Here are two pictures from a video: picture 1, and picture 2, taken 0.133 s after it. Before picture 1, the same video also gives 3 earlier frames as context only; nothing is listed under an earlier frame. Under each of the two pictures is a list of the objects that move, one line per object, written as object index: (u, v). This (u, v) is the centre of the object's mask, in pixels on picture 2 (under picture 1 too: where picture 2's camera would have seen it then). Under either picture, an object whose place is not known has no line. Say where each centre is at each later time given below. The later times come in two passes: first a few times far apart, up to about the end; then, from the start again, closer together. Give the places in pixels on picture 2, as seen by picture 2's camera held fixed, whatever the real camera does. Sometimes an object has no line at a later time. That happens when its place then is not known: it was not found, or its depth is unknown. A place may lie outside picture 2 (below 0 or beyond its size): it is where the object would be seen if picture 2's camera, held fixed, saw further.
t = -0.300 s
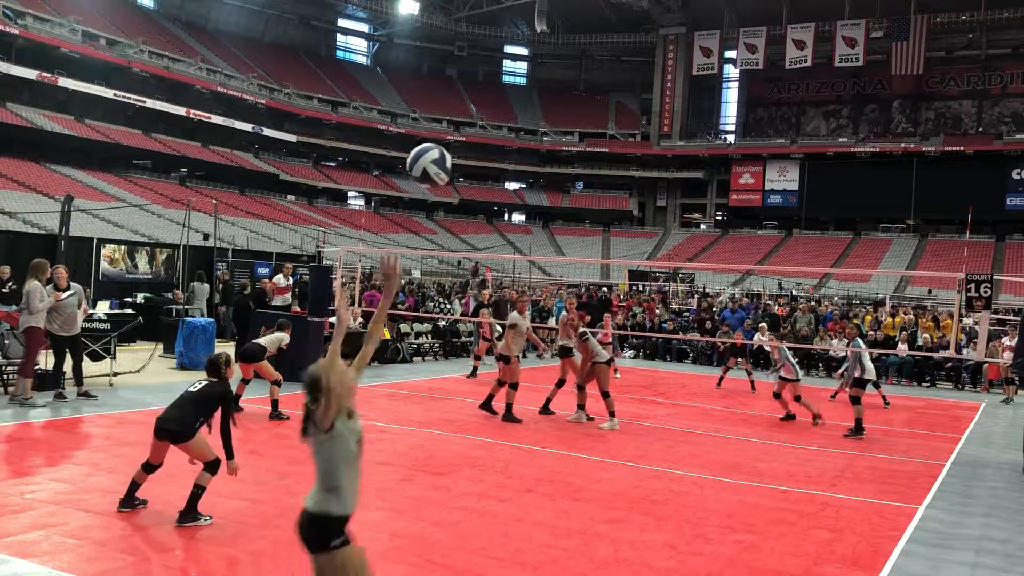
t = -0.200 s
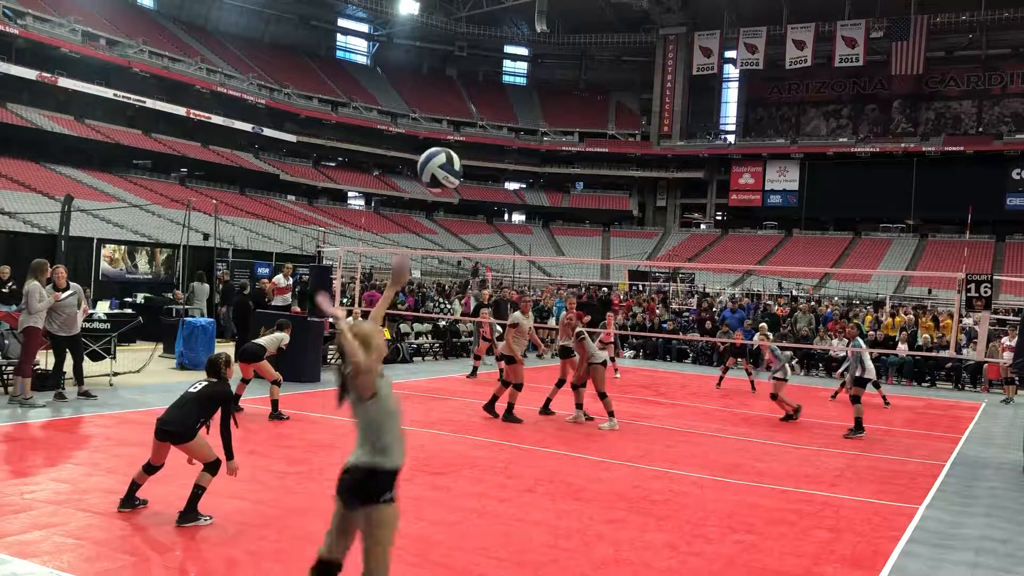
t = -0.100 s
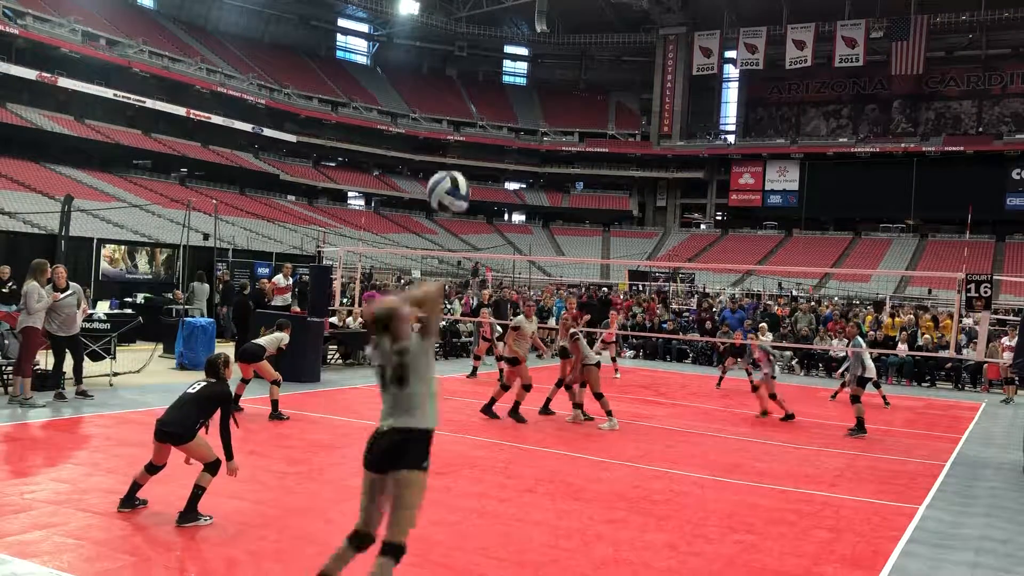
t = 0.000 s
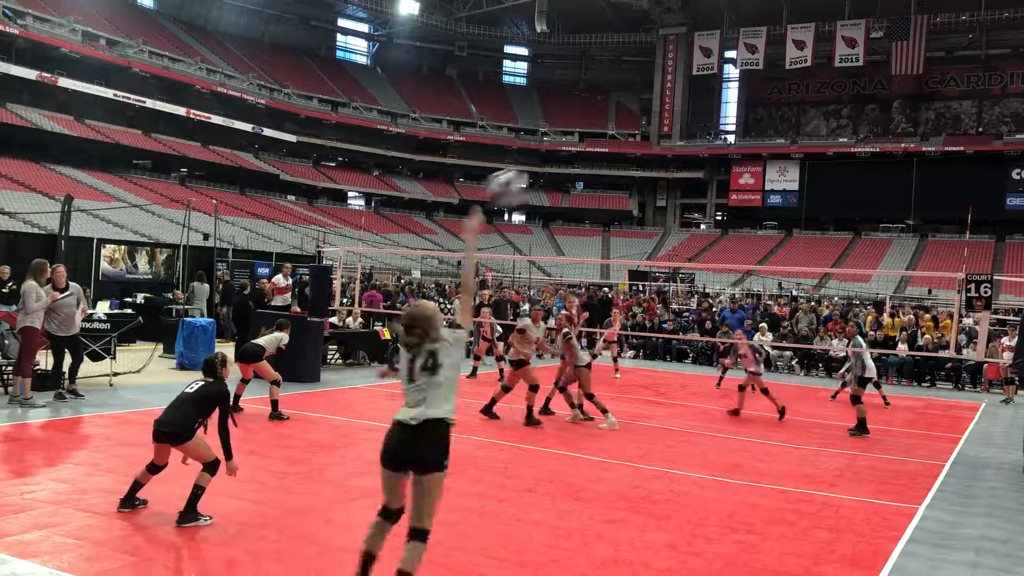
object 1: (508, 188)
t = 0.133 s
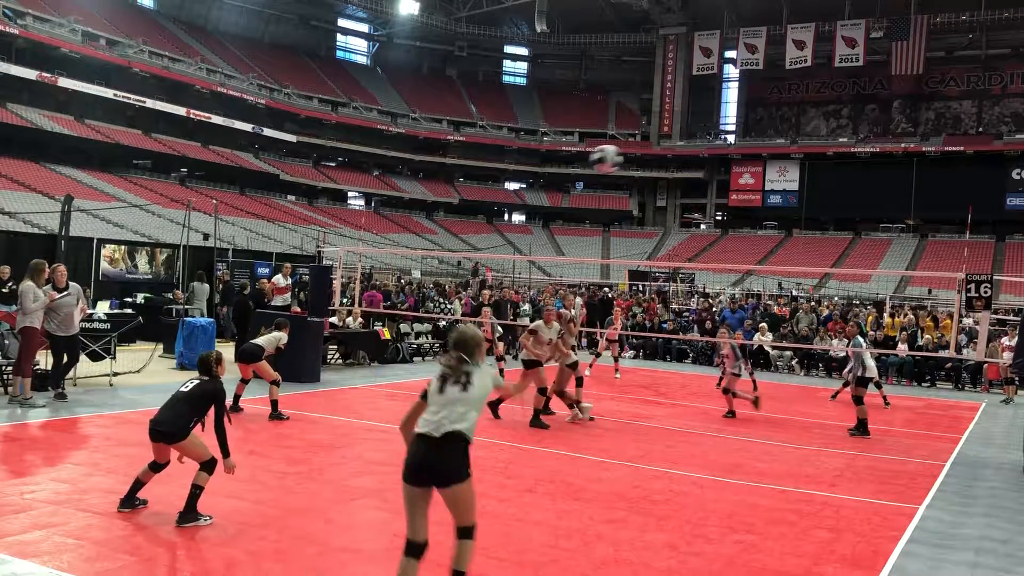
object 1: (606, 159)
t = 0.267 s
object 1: (664, 162)
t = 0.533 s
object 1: (728, 209)
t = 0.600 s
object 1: (739, 224)
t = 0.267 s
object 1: (664, 162)
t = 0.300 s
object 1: (675, 165)
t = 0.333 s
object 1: (684, 169)
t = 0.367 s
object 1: (694, 174)
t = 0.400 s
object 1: (701, 179)
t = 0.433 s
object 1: (708, 185)
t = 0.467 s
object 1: (715, 193)
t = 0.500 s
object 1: (721, 202)
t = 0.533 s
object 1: (728, 209)
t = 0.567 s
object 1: (733, 217)
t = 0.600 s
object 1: (739, 224)
